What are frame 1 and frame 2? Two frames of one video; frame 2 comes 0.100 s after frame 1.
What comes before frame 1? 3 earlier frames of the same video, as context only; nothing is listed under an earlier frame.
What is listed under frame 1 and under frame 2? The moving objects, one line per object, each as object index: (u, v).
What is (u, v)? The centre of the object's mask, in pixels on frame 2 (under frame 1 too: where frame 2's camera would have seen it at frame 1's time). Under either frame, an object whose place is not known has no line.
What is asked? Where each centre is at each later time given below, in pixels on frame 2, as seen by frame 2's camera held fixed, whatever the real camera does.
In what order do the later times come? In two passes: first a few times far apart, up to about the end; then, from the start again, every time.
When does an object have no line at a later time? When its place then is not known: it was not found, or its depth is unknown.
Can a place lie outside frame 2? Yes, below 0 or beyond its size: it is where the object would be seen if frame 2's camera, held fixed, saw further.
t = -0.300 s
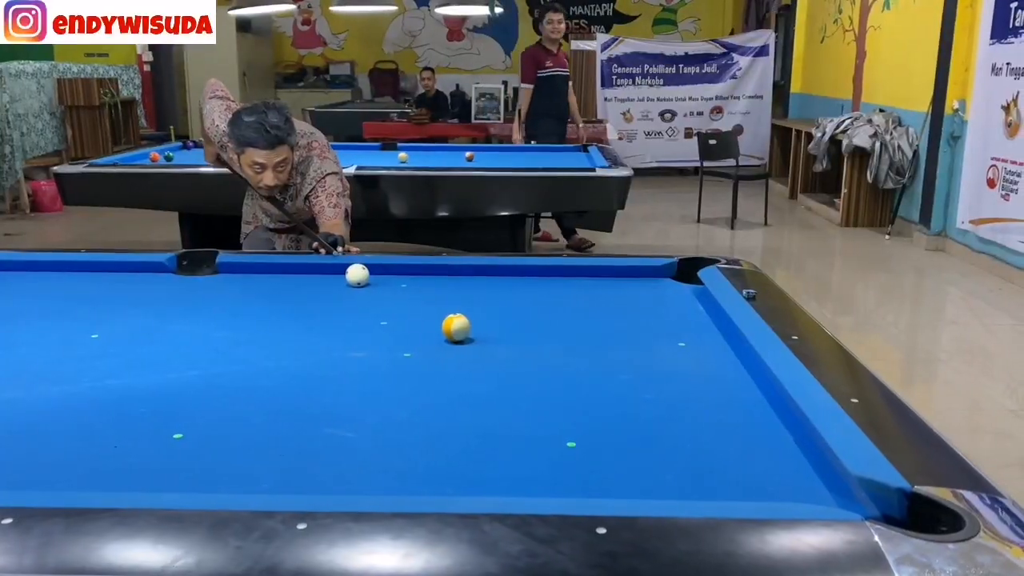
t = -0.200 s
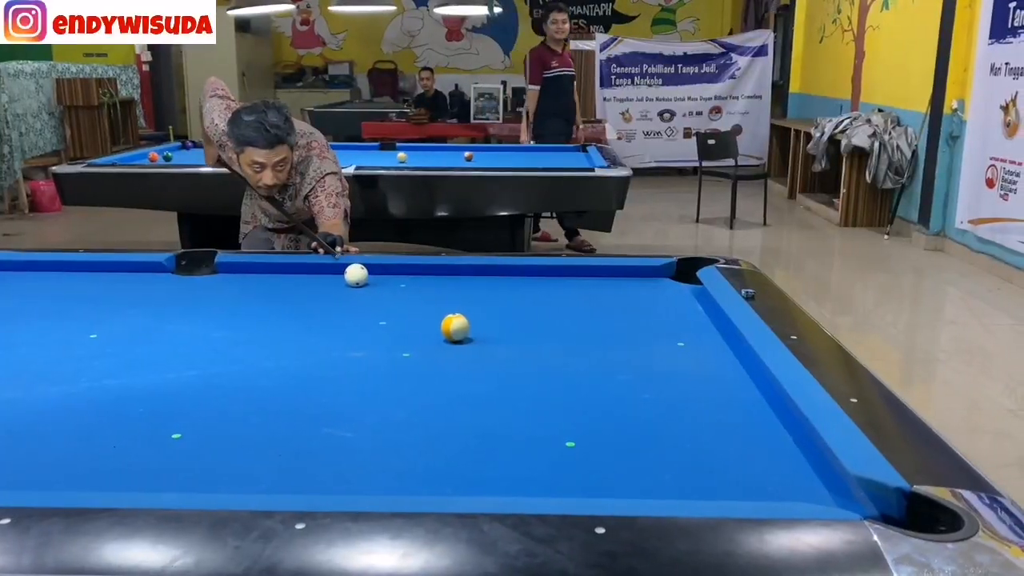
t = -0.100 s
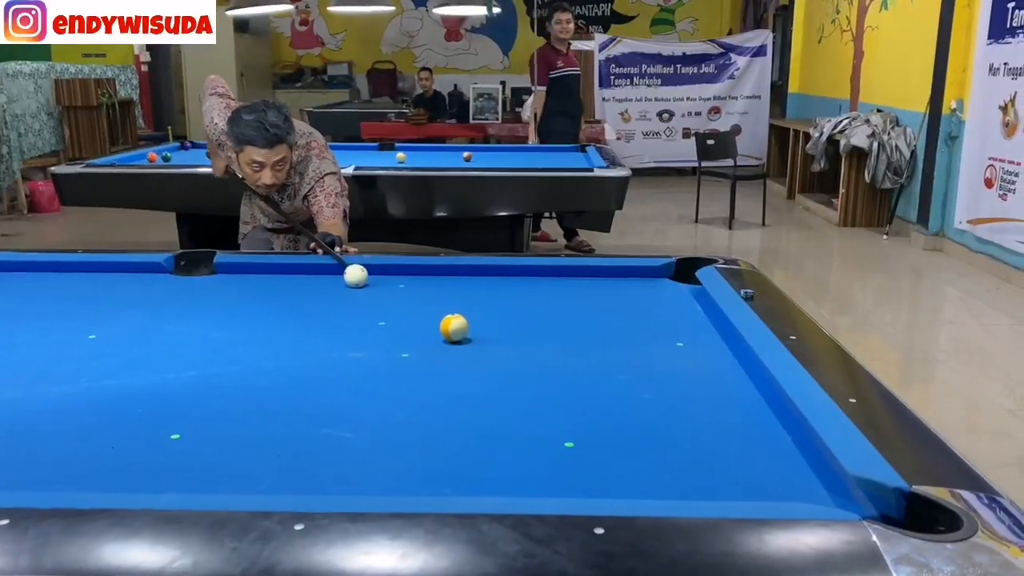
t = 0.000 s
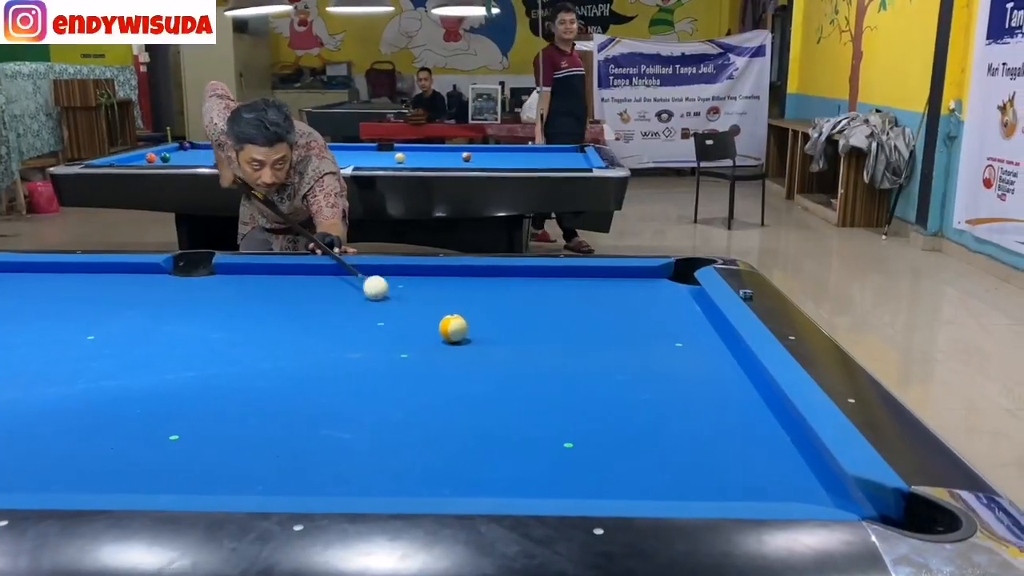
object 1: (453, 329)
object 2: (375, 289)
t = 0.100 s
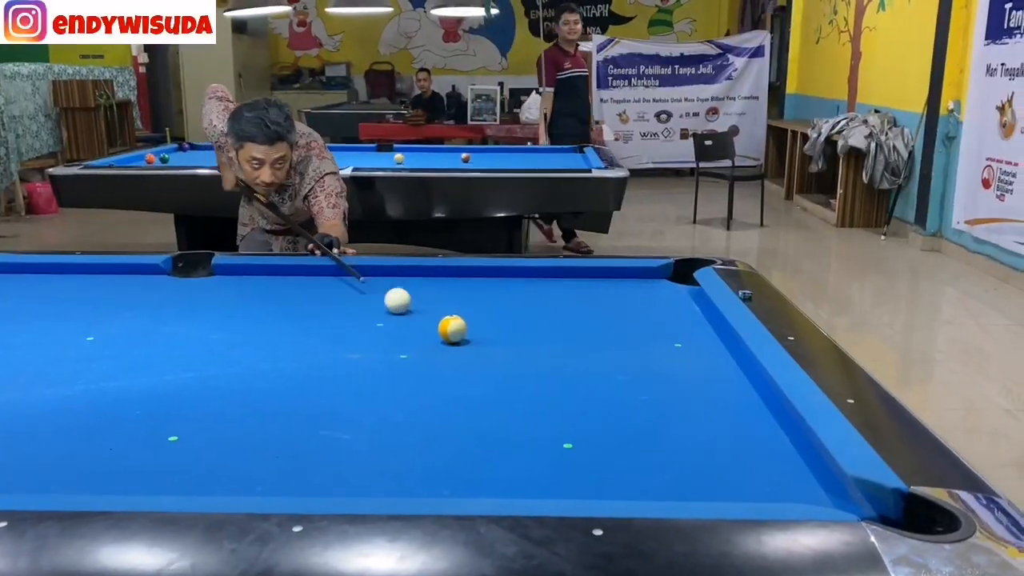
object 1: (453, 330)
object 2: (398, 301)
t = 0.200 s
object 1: (452, 329)
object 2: (423, 315)
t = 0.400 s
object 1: (495, 347)
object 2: (438, 328)
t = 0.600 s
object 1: (551, 372)
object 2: (446, 337)
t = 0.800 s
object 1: (617, 400)
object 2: (453, 347)
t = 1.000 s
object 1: (694, 432)
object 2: (462, 356)
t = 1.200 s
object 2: (471, 366)
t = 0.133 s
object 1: (453, 329)
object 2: (405, 305)
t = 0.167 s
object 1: (453, 329)
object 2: (414, 310)
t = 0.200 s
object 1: (452, 329)
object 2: (423, 315)
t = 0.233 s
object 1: (452, 329)
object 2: (430, 319)
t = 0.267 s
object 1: (457, 331)
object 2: (435, 322)
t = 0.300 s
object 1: (468, 336)
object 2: (436, 324)
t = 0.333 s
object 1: (478, 340)
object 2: (436, 325)
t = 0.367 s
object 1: (487, 344)
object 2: (437, 326)
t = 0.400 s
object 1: (495, 347)
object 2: (438, 328)
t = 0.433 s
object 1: (504, 352)
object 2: (440, 329)
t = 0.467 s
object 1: (513, 355)
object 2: (441, 331)
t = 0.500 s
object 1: (522, 359)
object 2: (442, 332)
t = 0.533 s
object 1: (532, 363)
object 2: (443, 334)
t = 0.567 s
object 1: (541, 367)
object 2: (444, 335)
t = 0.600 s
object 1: (551, 372)
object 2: (446, 337)
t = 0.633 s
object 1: (561, 376)
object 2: (447, 338)
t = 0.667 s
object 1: (572, 380)
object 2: (448, 340)
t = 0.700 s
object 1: (582, 385)
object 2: (449, 342)
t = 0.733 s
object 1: (594, 390)
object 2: (451, 343)
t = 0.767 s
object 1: (605, 394)
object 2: (452, 344)
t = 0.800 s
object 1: (617, 400)
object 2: (453, 347)
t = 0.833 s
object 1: (628, 404)
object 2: (455, 348)
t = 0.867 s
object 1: (641, 410)
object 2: (456, 350)
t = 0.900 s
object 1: (653, 415)
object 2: (457, 351)
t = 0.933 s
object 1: (667, 421)
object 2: (459, 353)
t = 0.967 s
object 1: (680, 427)
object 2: (460, 354)
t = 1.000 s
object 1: (694, 432)
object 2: (462, 356)
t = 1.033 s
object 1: (708, 438)
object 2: (463, 358)
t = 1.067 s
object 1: (723, 445)
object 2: (465, 359)
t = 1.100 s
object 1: (739, 451)
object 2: (466, 361)
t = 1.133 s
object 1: (754, 458)
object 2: (468, 362)
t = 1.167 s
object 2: (469, 364)
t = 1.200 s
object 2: (471, 366)
